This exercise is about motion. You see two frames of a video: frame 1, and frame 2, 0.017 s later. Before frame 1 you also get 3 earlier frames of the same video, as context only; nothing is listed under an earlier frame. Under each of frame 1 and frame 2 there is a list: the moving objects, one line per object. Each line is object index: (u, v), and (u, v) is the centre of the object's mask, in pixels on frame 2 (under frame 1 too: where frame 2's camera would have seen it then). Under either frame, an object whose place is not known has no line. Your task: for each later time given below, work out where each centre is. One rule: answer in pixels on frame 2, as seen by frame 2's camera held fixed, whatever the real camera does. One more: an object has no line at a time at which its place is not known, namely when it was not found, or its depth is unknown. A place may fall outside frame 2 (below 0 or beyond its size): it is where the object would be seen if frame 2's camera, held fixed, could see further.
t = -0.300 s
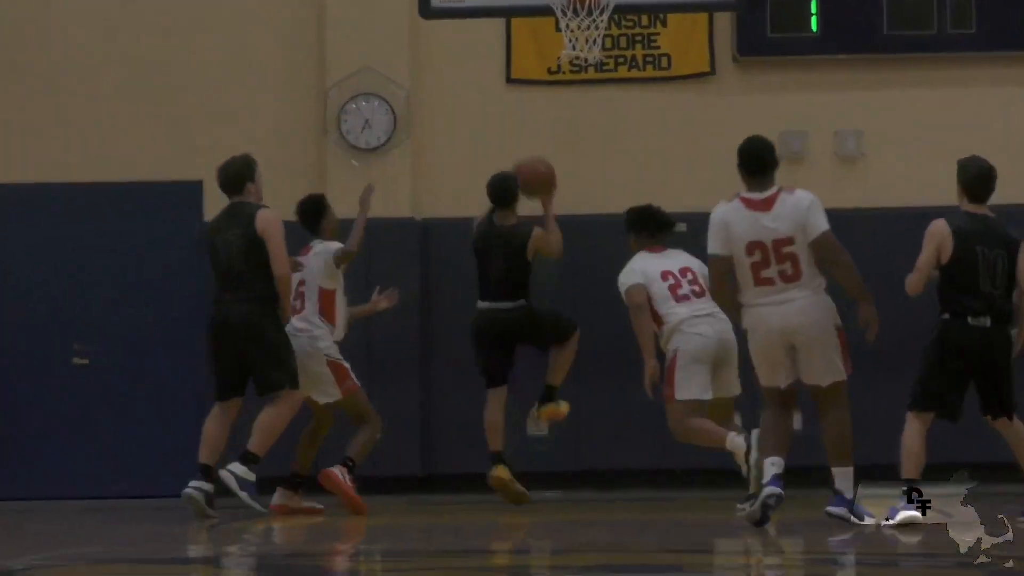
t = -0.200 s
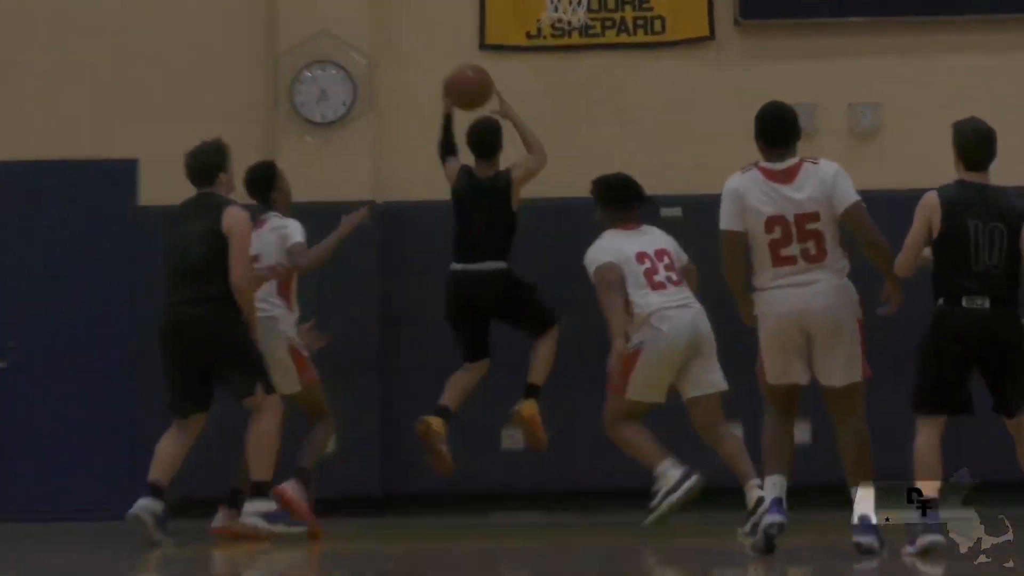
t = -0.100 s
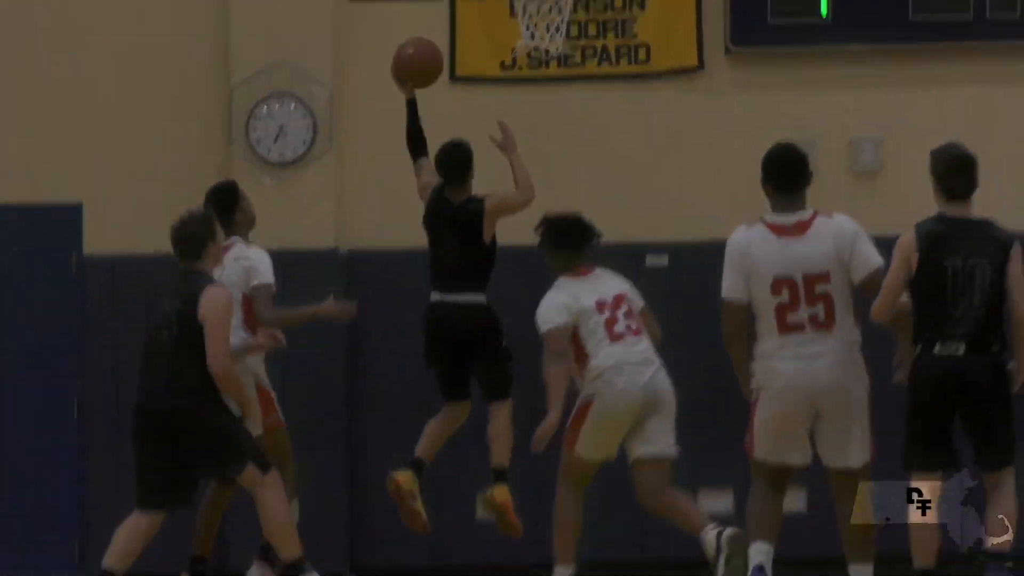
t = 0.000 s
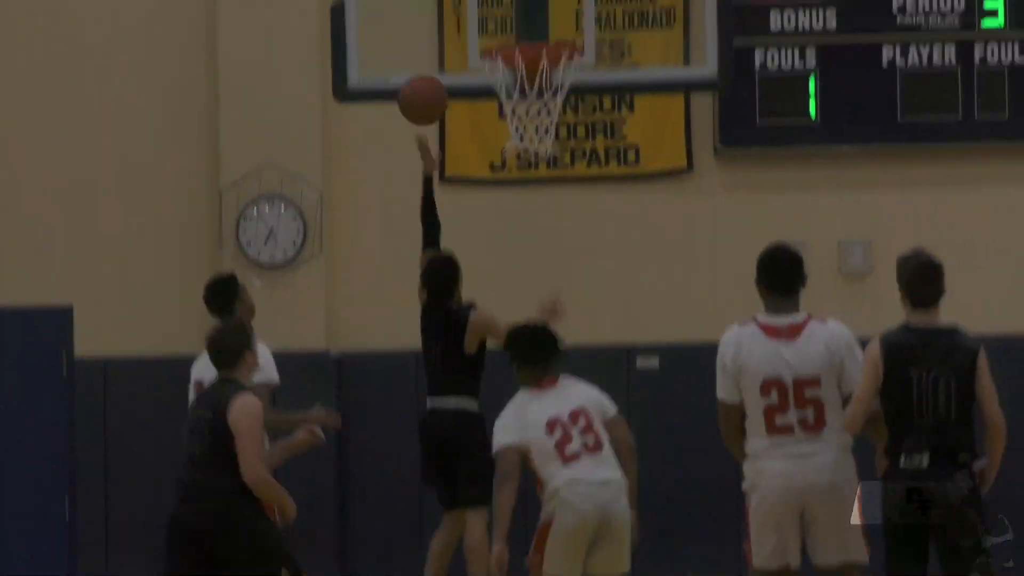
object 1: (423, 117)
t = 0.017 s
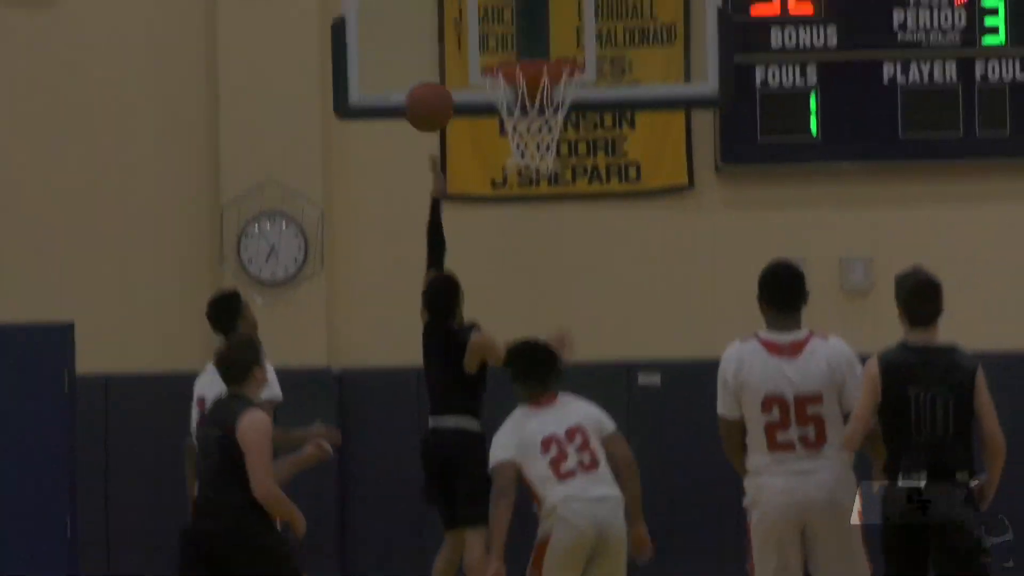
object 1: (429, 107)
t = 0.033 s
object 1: (434, 96)
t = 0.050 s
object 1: (439, 87)
